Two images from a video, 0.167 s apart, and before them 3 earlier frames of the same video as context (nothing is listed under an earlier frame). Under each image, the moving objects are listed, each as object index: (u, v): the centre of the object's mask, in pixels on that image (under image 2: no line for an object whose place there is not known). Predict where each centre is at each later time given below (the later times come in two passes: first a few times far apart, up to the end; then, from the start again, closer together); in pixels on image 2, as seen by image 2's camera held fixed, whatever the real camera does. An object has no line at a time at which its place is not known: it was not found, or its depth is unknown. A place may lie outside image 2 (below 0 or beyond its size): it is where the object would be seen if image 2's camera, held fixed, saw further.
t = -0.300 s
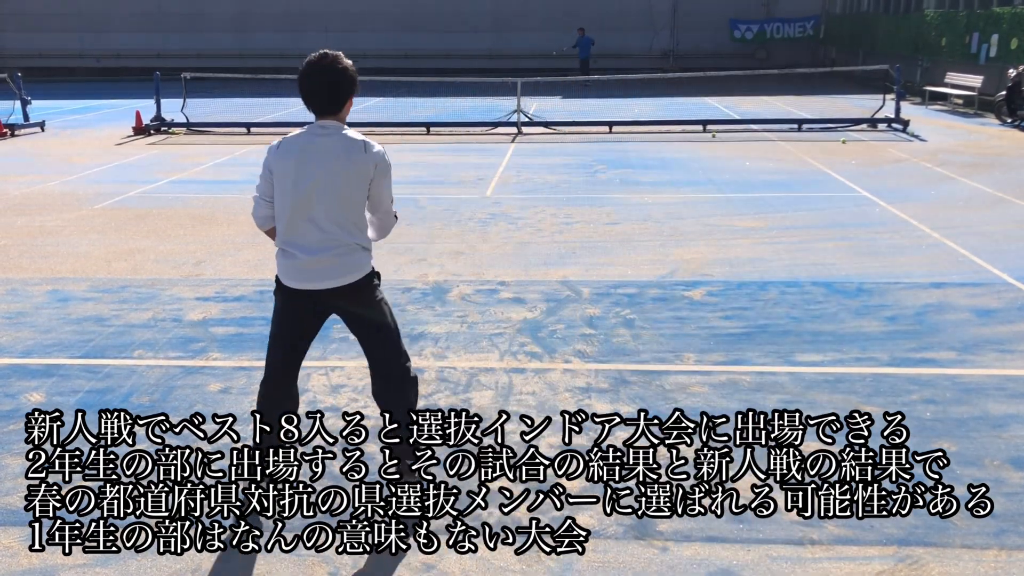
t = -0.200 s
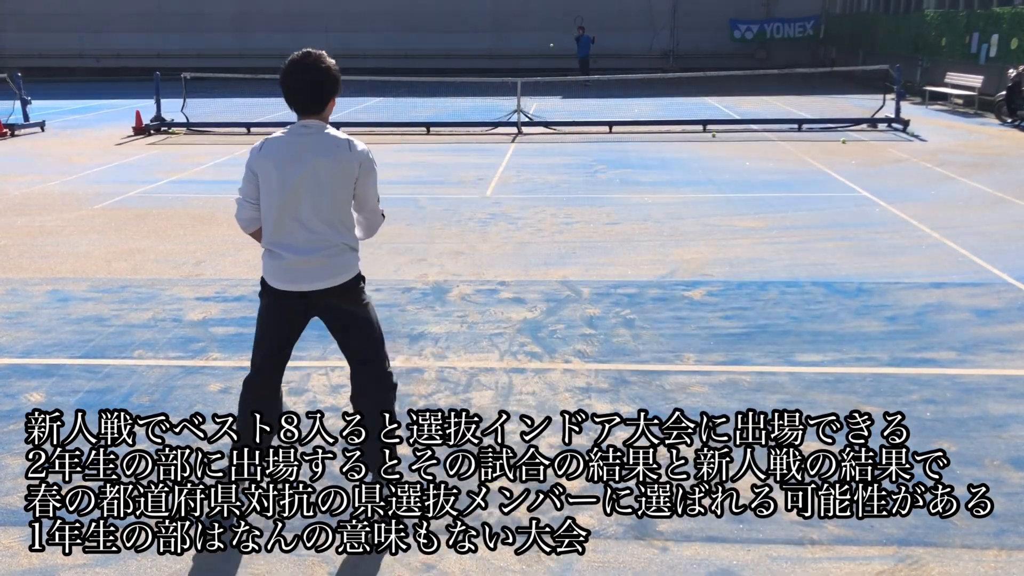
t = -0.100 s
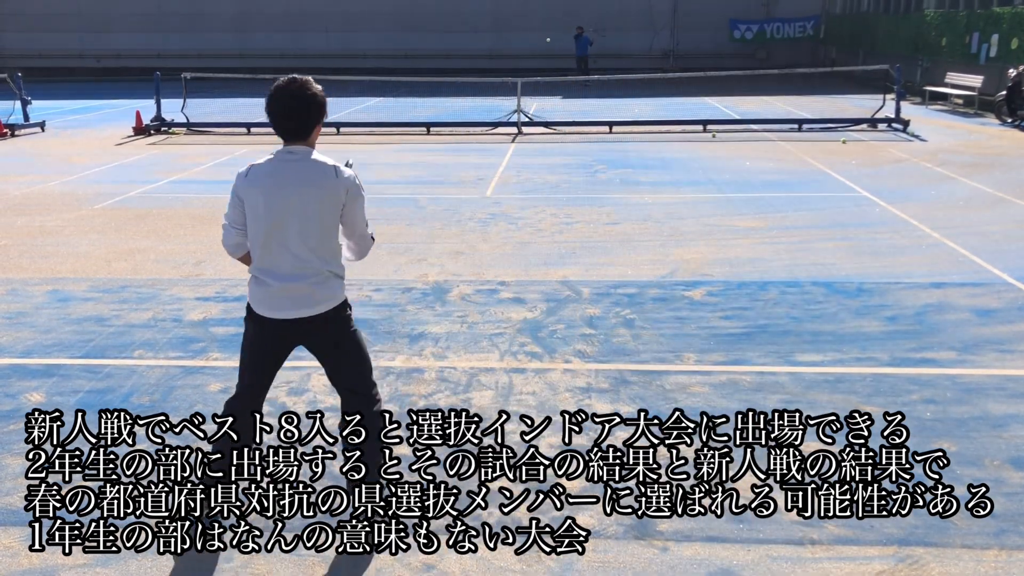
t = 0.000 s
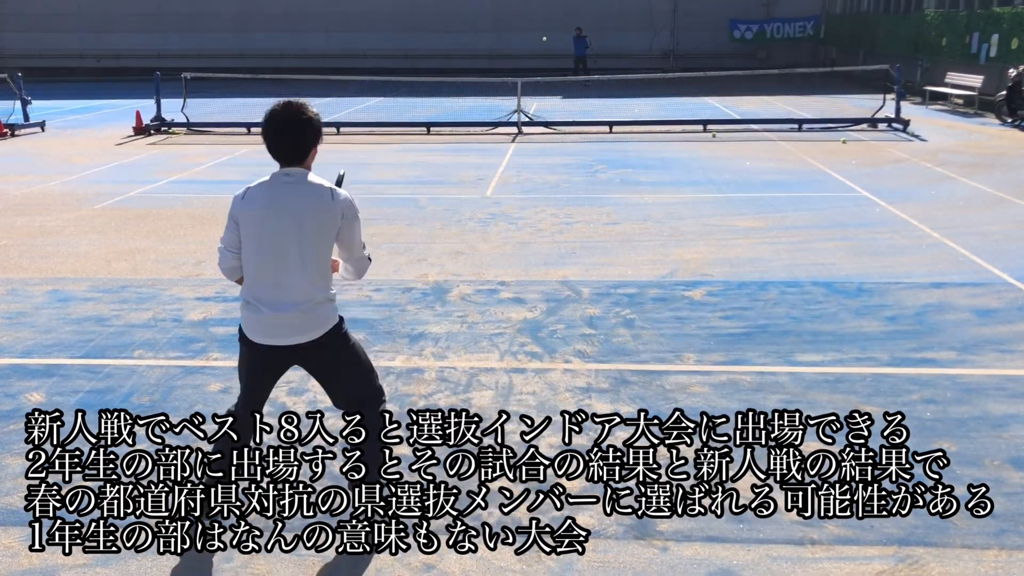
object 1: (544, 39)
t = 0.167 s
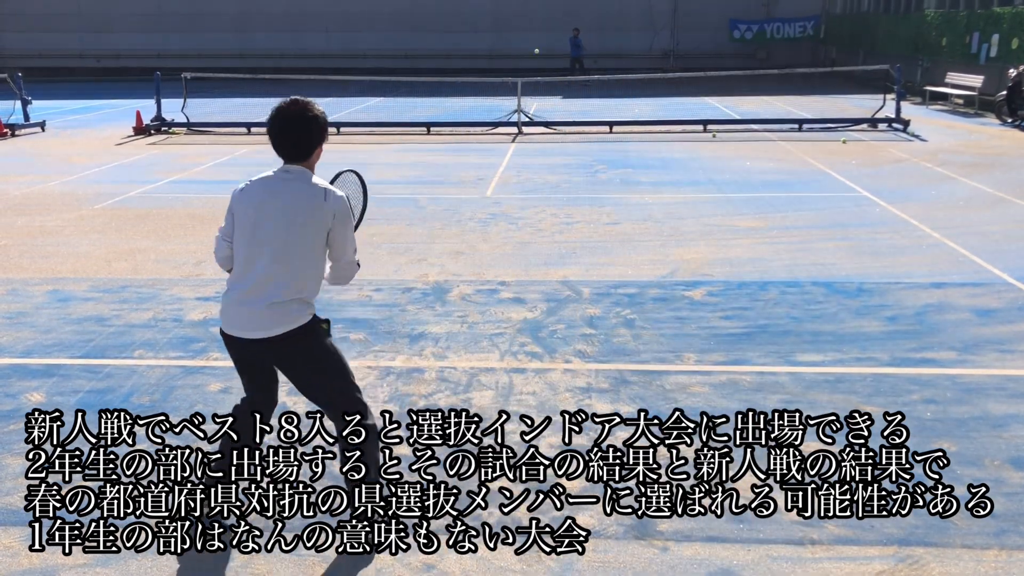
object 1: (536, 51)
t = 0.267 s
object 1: (530, 70)
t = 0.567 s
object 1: (506, 175)
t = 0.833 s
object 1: (478, 151)
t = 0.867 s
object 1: (473, 154)
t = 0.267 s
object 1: (530, 70)
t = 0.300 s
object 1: (528, 79)
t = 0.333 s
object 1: (526, 89)
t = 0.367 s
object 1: (523, 102)
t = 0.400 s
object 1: (521, 115)
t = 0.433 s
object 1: (519, 131)
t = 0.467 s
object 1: (515, 148)
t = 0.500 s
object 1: (513, 168)
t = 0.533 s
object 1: (509, 182)
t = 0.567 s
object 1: (506, 175)
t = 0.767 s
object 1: (487, 150)
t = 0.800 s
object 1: (483, 149)
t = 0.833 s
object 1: (478, 151)
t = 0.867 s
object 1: (473, 154)
